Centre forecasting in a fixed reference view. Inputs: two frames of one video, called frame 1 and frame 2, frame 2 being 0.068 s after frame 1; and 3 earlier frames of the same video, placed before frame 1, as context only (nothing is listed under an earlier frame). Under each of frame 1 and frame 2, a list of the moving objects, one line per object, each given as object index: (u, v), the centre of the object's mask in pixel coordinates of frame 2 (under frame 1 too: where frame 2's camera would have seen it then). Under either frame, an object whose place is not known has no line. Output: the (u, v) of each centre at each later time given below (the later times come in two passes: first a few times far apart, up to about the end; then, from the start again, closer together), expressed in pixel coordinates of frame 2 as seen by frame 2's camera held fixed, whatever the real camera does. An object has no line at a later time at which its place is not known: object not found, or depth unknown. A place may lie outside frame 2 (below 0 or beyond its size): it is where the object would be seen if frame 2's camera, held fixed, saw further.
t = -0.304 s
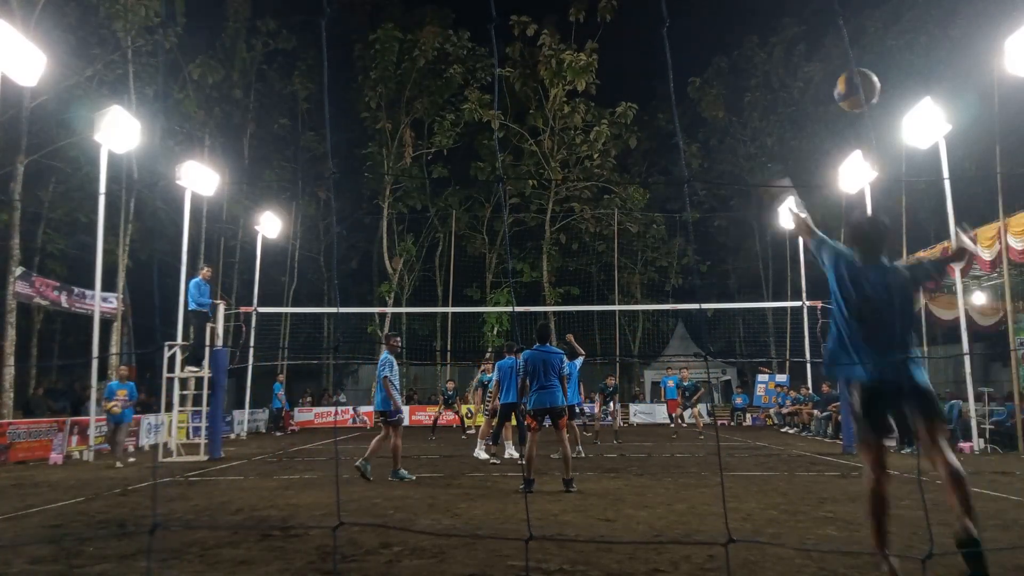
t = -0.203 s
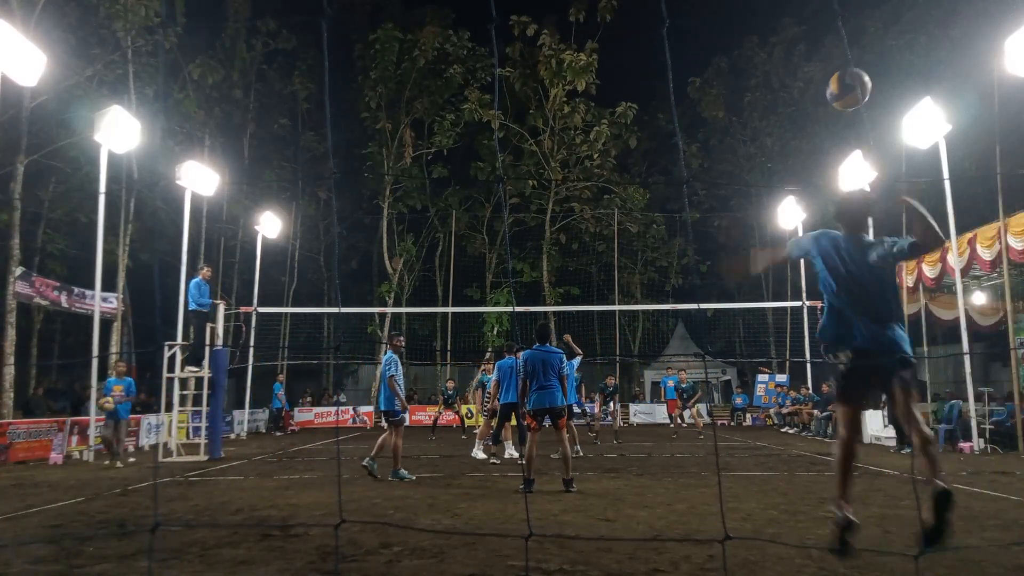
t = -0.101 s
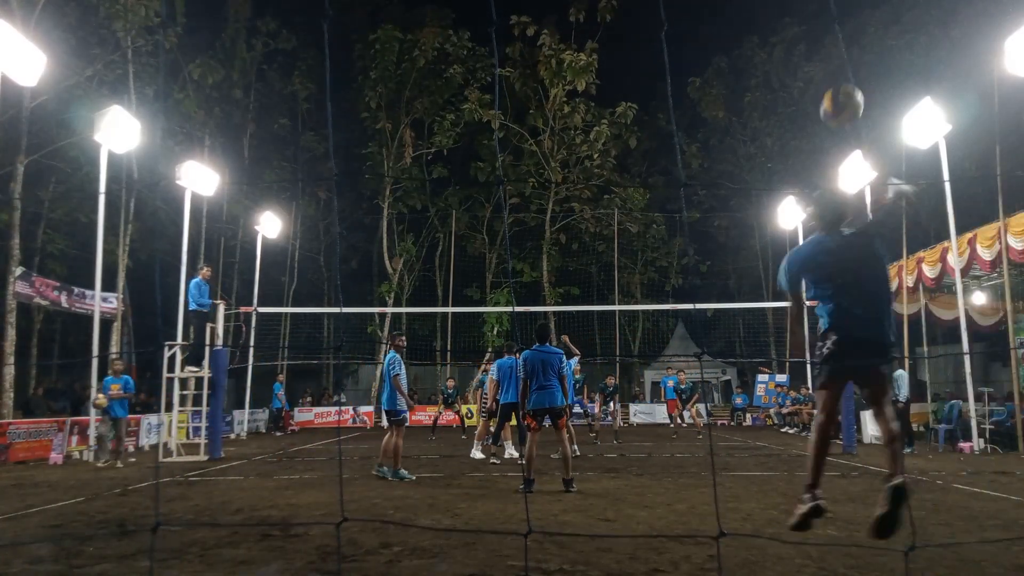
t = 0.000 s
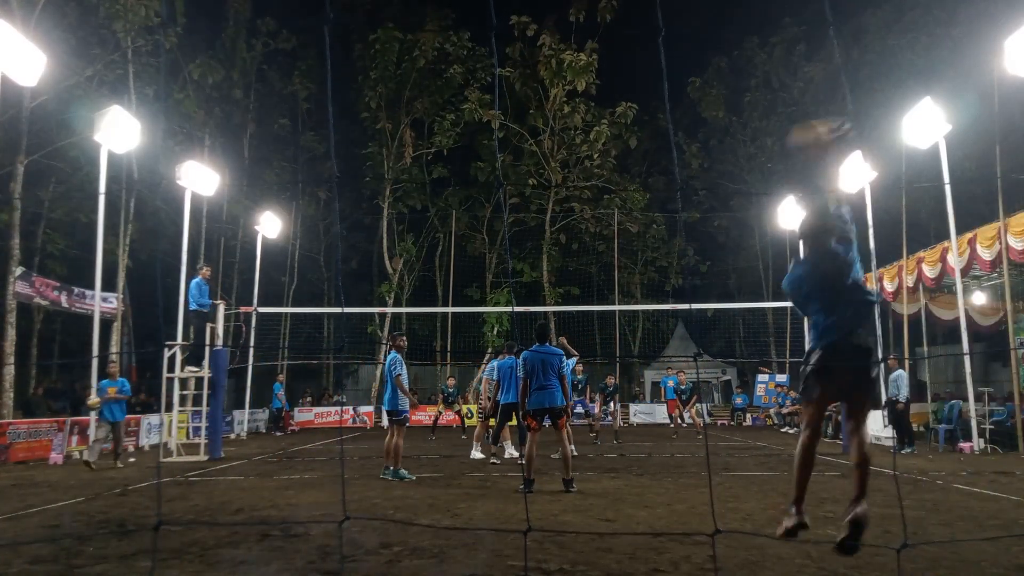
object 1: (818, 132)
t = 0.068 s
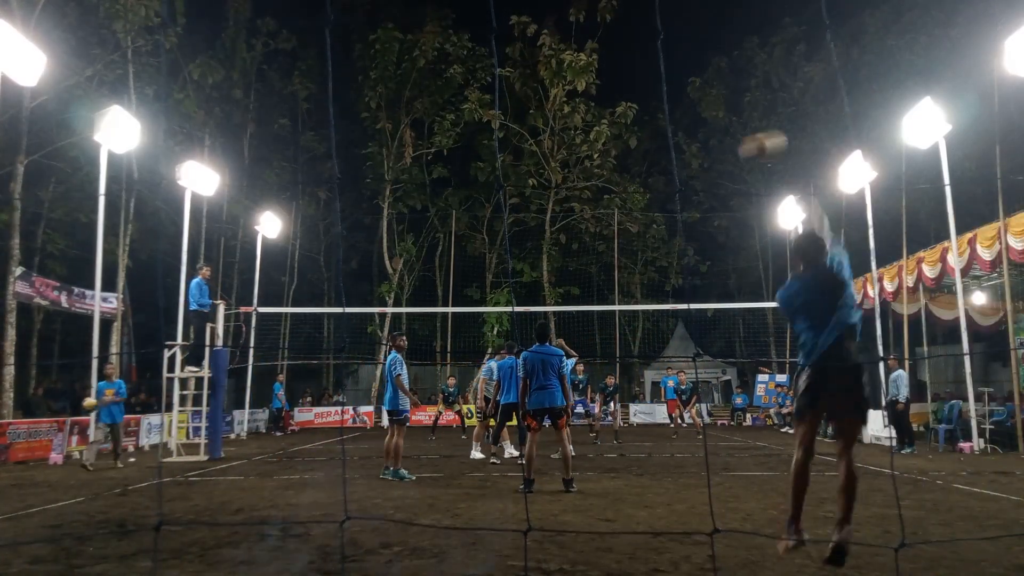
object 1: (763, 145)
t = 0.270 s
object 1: (679, 180)
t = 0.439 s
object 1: (642, 213)
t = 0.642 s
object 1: (614, 258)
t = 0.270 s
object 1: (679, 180)
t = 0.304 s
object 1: (670, 186)
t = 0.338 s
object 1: (662, 193)
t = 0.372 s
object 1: (655, 199)
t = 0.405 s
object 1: (648, 205)
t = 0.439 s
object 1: (642, 213)
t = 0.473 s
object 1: (637, 220)
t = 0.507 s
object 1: (631, 227)
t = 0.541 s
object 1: (627, 234)
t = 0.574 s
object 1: (622, 242)
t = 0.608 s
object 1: (618, 251)
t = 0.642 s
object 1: (614, 258)
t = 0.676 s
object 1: (611, 266)
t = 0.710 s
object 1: (607, 275)
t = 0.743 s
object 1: (604, 283)
